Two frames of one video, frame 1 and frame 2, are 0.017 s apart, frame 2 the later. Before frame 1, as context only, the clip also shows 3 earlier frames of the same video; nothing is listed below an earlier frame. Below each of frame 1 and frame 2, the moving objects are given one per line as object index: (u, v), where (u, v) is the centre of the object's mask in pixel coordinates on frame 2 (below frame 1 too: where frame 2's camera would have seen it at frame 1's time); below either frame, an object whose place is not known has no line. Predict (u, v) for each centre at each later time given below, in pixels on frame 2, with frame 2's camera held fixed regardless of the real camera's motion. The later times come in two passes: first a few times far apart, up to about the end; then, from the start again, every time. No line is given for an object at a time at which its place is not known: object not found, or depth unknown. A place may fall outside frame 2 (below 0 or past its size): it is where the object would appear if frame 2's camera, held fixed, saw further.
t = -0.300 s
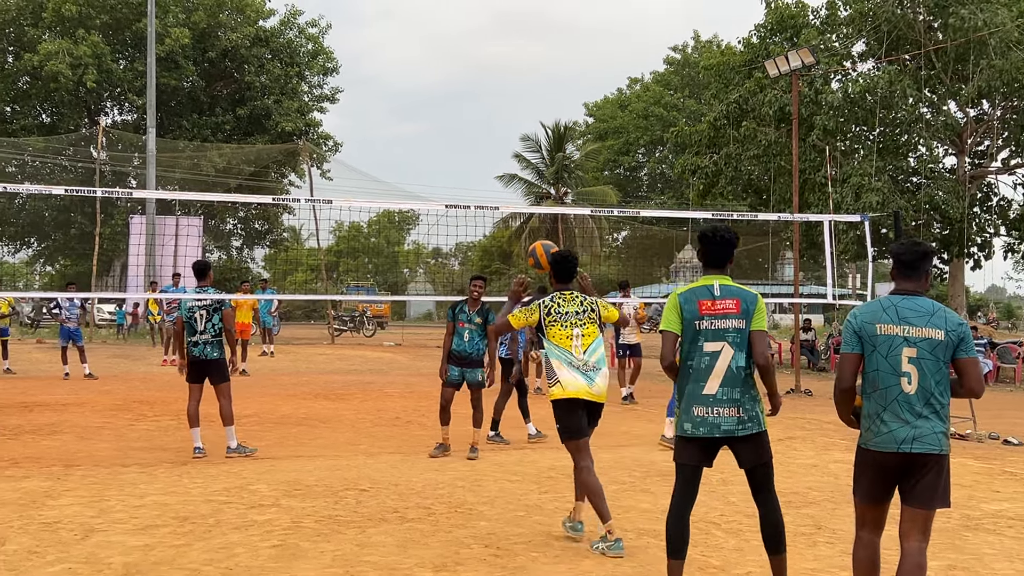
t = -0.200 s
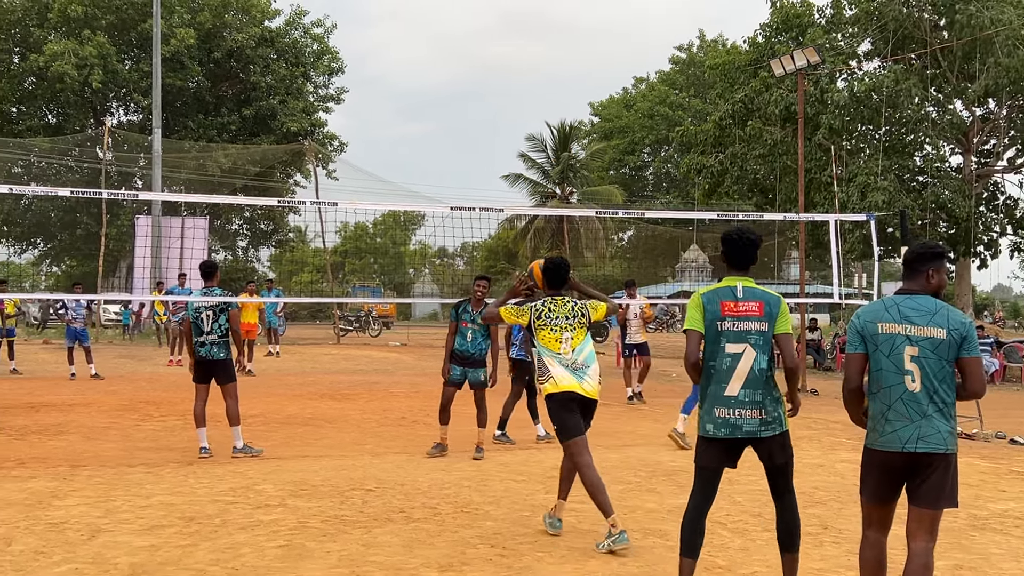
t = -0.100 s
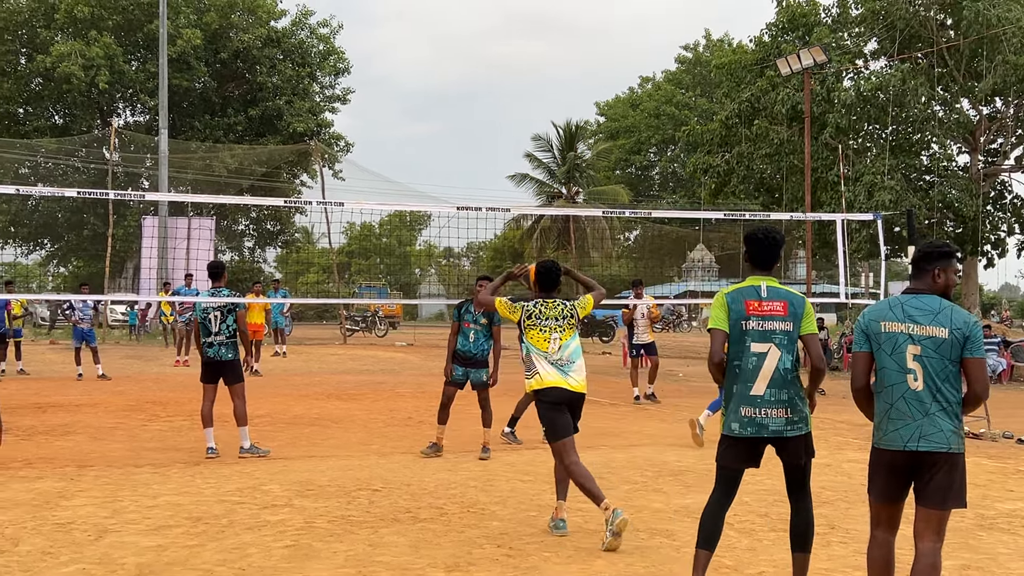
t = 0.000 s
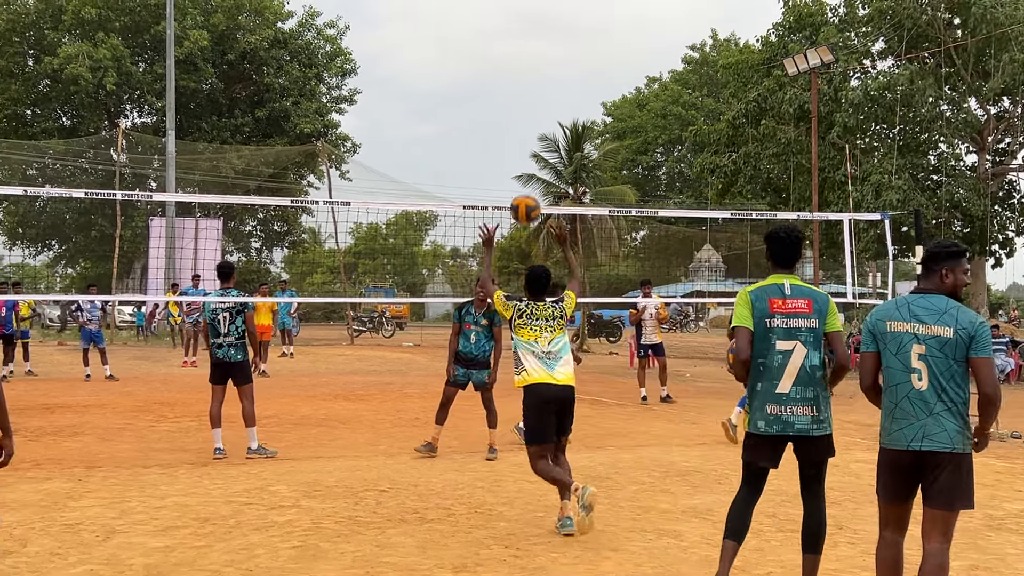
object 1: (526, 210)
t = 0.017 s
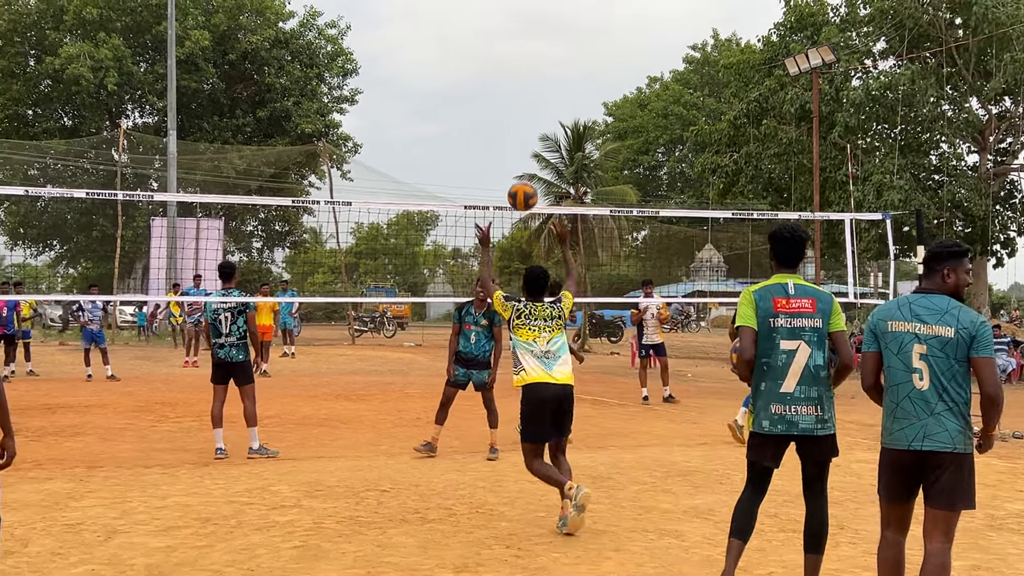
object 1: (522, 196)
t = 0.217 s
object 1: (482, 86)
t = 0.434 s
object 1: (445, 39)
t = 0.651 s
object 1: (414, 53)
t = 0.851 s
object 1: (390, 110)
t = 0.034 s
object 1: (519, 184)
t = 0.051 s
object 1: (515, 173)
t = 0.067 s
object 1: (511, 162)
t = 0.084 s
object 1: (508, 151)
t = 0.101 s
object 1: (504, 141)
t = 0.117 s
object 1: (501, 132)
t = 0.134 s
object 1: (498, 123)
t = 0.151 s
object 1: (494, 114)
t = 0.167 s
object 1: (491, 106)
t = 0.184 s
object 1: (488, 99)
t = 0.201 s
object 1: (485, 92)
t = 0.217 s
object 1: (482, 86)
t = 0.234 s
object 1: (478, 79)
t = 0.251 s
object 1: (476, 74)
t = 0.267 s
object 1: (473, 69)
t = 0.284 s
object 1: (470, 64)
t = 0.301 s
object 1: (467, 59)
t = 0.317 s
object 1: (464, 55)
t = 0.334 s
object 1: (461, 52)
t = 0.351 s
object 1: (458, 49)
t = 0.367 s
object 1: (456, 46)
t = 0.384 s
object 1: (453, 44)
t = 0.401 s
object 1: (450, 42)
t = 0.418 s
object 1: (448, 40)
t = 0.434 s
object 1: (445, 39)
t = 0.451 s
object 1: (443, 38)
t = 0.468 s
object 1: (440, 37)
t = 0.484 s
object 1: (438, 37)
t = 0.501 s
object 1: (435, 38)
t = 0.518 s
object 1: (433, 38)
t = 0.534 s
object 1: (430, 39)
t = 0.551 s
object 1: (428, 40)
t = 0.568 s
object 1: (425, 42)
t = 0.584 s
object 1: (423, 43)
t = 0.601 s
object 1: (421, 45)
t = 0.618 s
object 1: (419, 48)
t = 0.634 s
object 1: (417, 50)
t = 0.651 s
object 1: (414, 53)
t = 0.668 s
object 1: (412, 56)
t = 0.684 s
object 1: (410, 60)
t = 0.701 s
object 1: (408, 64)
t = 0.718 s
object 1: (406, 68)
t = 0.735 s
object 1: (404, 72)
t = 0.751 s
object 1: (402, 77)
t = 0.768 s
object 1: (400, 81)
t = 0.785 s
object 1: (397, 87)
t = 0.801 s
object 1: (395, 92)
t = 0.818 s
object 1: (393, 98)
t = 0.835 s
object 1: (392, 103)
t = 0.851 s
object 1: (390, 110)
